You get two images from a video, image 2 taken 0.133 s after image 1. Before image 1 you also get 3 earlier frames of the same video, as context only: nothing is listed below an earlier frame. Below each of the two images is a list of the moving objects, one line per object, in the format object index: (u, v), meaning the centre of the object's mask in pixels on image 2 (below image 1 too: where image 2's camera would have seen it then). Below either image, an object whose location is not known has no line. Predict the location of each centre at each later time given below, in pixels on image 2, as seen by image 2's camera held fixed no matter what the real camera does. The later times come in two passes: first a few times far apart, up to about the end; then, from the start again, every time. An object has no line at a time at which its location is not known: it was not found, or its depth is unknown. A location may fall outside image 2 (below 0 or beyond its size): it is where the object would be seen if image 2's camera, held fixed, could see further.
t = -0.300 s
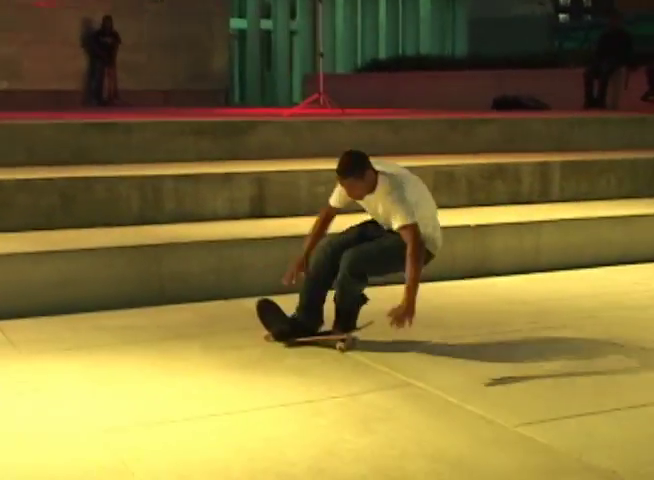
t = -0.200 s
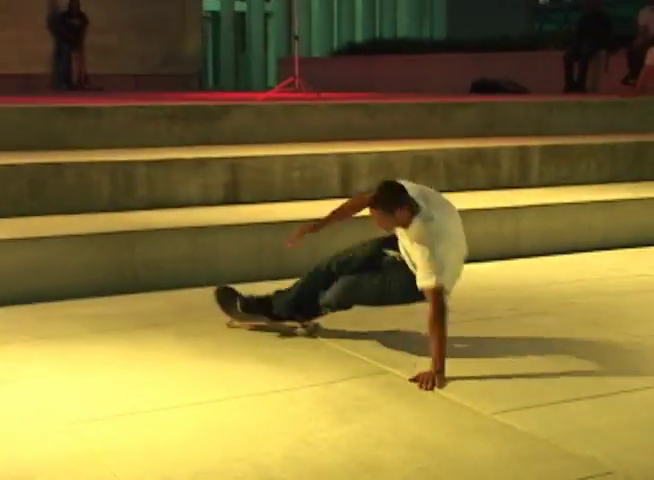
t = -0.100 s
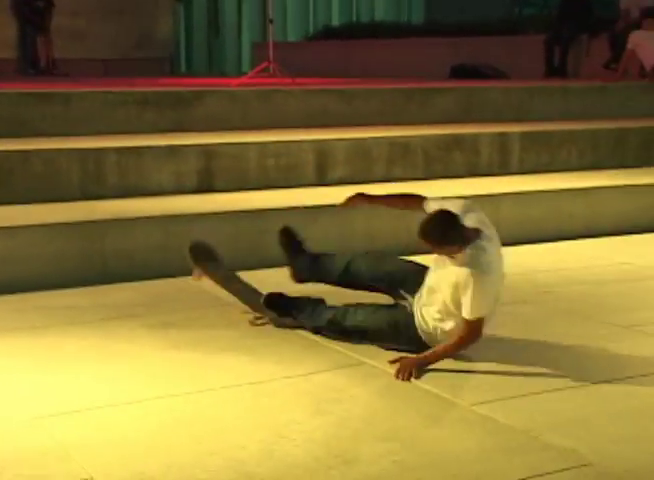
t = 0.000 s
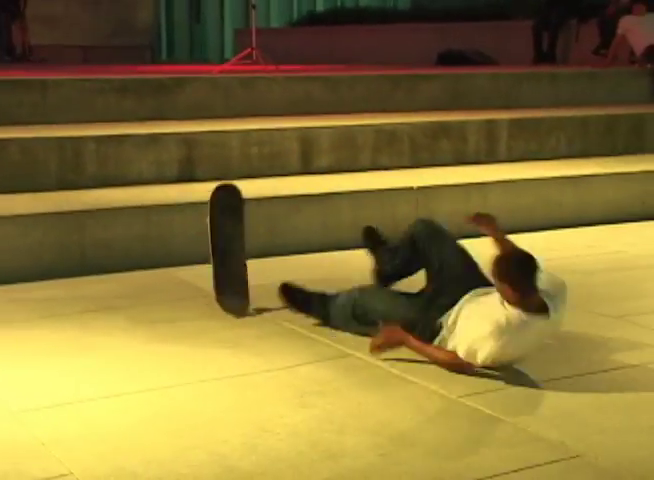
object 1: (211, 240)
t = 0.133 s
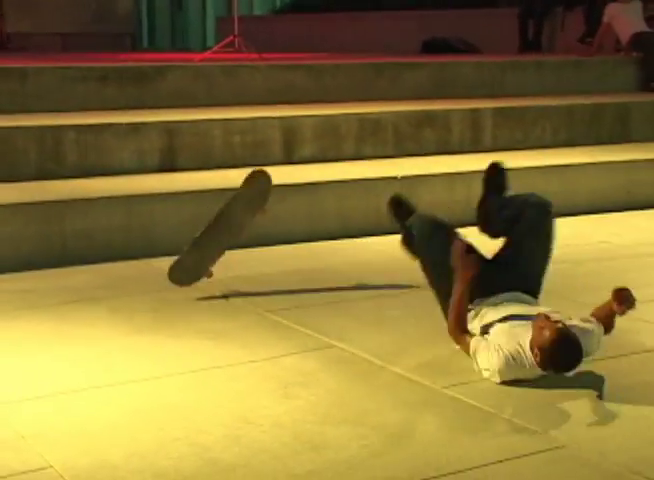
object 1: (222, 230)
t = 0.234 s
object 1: (229, 242)
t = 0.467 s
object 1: (254, 268)
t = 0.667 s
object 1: (256, 268)
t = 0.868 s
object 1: (256, 268)
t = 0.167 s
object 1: (224, 233)
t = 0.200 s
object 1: (225, 238)
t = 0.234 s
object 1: (229, 242)
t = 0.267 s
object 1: (232, 250)
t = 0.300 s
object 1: (236, 258)
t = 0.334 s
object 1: (241, 268)
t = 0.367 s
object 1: (250, 270)
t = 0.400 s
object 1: (250, 268)
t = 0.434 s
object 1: (251, 267)
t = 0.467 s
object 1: (254, 268)
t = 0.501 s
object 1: (256, 268)
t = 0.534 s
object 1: (257, 268)
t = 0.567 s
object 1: (256, 268)
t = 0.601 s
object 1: (256, 268)
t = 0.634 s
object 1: (257, 268)
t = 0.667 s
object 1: (256, 268)
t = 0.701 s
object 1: (256, 268)
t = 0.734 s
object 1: (256, 268)
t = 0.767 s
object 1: (256, 268)
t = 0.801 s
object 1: (255, 268)
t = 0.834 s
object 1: (255, 268)
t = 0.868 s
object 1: (256, 268)
